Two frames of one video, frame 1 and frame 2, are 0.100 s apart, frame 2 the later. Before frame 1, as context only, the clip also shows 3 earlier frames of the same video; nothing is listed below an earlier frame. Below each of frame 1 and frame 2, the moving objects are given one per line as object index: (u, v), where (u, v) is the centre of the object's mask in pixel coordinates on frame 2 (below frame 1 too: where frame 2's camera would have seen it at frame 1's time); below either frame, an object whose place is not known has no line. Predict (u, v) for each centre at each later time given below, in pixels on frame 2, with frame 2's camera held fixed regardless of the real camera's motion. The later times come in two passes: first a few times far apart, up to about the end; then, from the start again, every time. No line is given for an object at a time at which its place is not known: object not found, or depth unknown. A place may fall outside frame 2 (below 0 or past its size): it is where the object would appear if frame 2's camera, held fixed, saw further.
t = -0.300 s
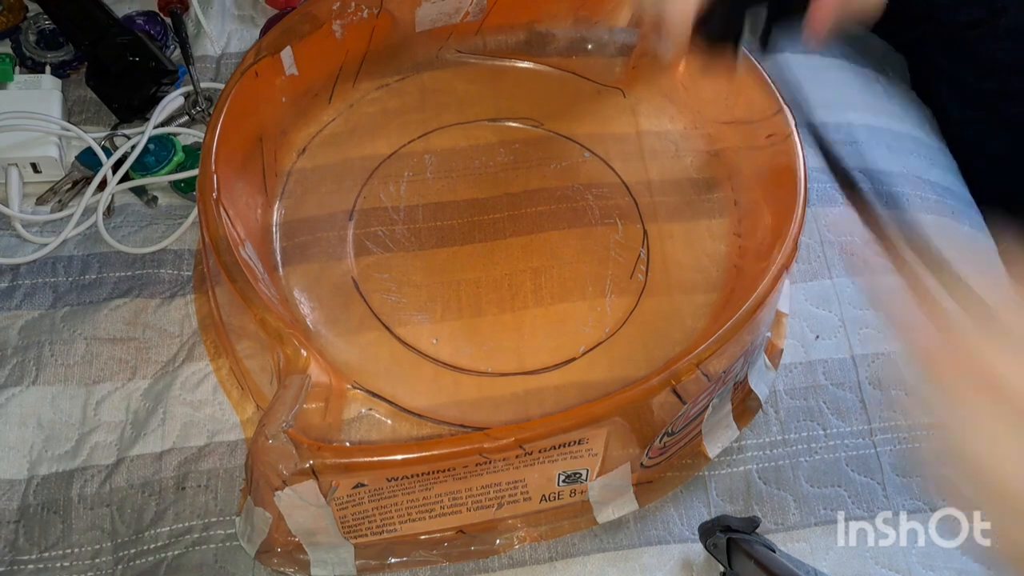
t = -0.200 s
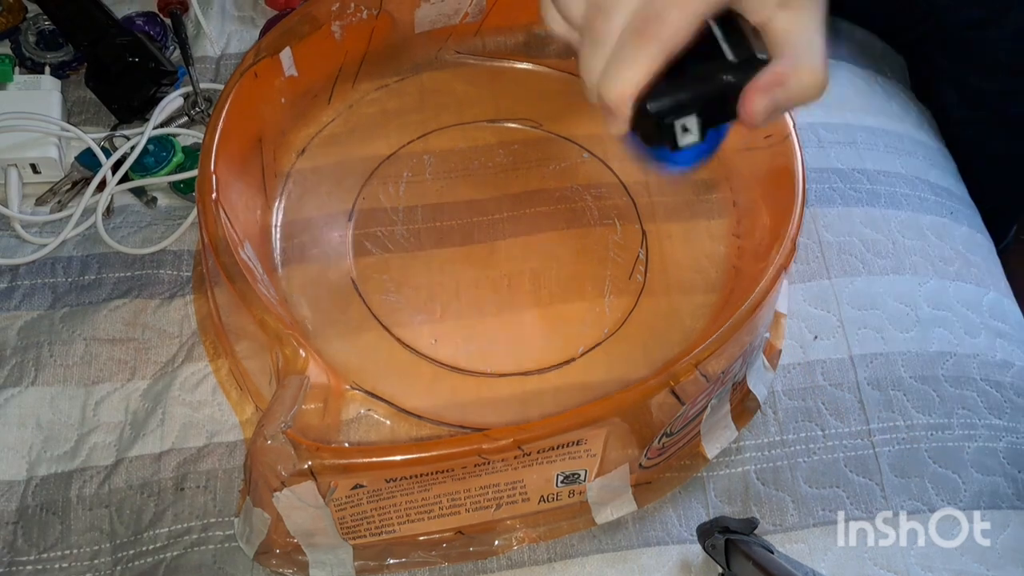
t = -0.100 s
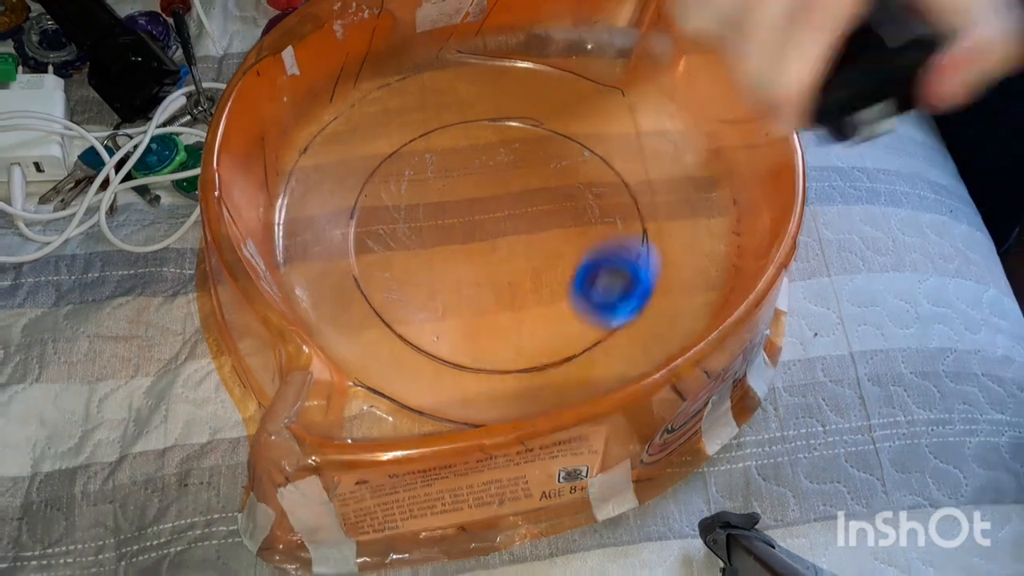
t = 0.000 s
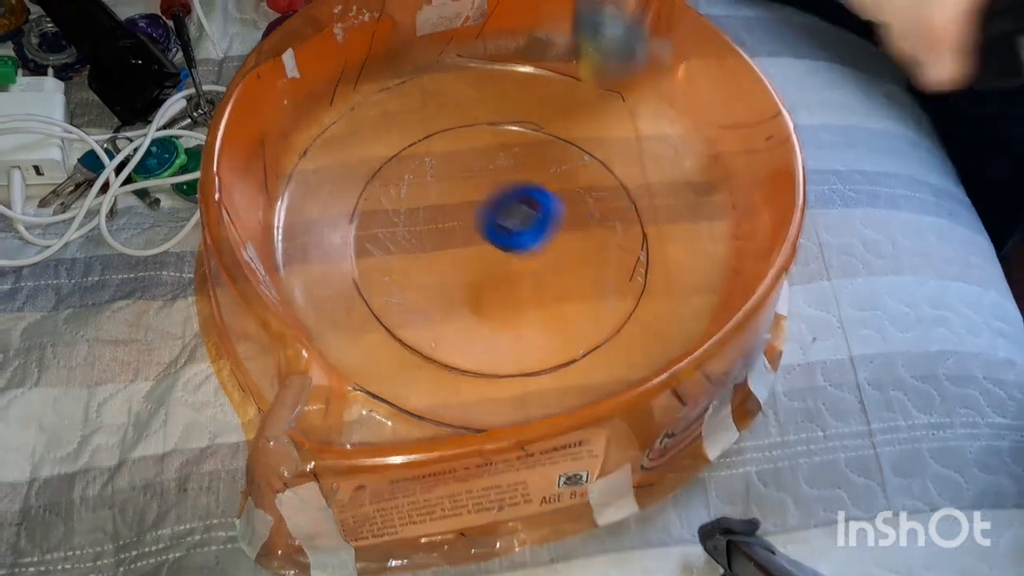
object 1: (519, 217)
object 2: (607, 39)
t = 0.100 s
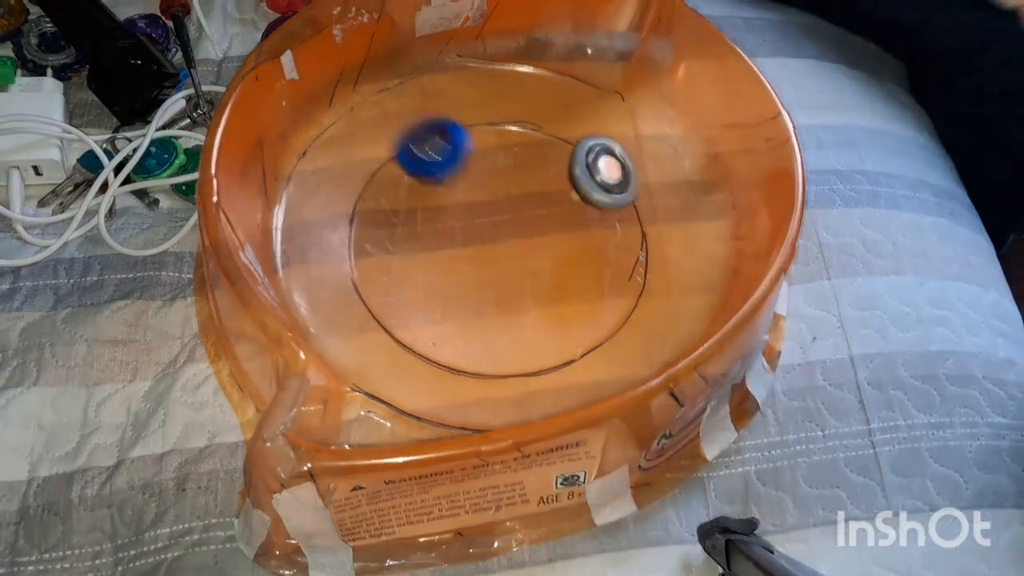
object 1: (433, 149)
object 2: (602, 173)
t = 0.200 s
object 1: (377, 90)
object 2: (593, 237)
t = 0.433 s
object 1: (447, 202)
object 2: (538, 299)
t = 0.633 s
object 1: (319, 128)
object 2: (704, 238)
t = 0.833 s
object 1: (425, 159)
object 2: (627, 102)
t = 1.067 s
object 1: (538, 179)
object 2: (563, 43)
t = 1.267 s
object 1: (504, 141)
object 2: (596, 48)
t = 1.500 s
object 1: (373, 121)
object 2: (595, 46)
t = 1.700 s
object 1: (313, 236)
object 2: (593, 43)
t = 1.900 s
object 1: (539, 353)
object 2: (597, 44)
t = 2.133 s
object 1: (621, 94)
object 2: (592, 43)
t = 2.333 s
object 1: (455, 386)
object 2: (507, 99)
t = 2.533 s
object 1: (604, 269)
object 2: (387, 294)
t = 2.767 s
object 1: (529, 29)
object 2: (363, 271)
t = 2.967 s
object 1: (393, 121)
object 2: (360, 217)
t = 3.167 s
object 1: (420, 164)
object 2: (387, 265)
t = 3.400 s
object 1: (526, 130)
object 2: (522, 265)
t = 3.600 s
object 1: (489, 87)
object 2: (603, 296)
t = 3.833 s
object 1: (403, 214)
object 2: (585, 292)
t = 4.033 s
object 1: (306, 212)
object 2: (683, 280)
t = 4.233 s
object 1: (414, 163)
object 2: (608, 256)
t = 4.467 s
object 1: (507, 93)
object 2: (462, 191)
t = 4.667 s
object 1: (474, 68)
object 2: (434, 135)
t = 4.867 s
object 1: (494, 73)
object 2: (422, 173)
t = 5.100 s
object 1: (523, 114)
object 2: (515, 213)
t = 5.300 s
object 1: (595, 59)
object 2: (523, 378)
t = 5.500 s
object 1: (596, 45)
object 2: (507, 317)
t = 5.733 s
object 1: (597, 45)
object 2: (494, 223)
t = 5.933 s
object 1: (596, 45)
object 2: (497, 214)
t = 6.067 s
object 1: (598, 45)
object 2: (497, 214)
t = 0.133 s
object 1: (410, 122)
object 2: (602, 183)
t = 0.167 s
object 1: (387, 102)
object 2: (599, 204)
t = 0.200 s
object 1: (377, 90)
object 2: (593, 237)
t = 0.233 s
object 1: (382, 97)
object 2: (583, 281)
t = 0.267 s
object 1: (389, 112)
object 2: (577, 290)
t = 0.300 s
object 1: (399, 128)
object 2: (568, 295)
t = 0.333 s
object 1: (410, 144)
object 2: (556, 308)
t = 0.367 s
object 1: (423, 162)
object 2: (549, 311)
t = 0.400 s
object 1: (435, 181)
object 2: (542, 308)
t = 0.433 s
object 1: (447, 202)
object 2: (538, 299)
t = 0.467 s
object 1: (460, 224)
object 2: (537, 286)
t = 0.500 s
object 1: (453, 231)
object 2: (560, 285)
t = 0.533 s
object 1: (404, 206)
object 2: (629, 304)
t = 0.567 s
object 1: (353, 178)
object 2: (677, 296)
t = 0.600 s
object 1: (313, 143)
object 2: (694, 263)
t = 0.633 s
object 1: (319, 128)
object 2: (704, 238)
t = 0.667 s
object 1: (328, 123)
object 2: (703, 221)
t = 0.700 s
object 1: (340, 130)
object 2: (689, 203)
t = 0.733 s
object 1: (356, 145)
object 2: (674, 177)
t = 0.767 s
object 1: (377, 147)
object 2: (658, 153)
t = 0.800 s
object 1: (401, 153)
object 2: (643, 126)
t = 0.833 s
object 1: (425, 159)
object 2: (627, 102)
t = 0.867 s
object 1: (448, 165)
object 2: (612, 81)
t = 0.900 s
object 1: (469, 170)
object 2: (594, 63)
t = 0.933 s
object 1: (489, 174)
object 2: (575, 52)
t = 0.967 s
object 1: (506, 178)
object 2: (562, 41)
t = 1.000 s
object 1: (520, 180)
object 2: (557, 45)
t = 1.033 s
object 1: (531, 180)
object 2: (558, 44)
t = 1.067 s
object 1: (538, 179)
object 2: (563, 43)
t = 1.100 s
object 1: (541, 176)
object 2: (571, 41)
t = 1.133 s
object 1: (541, 171)
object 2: (583, 41)
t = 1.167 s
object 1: (537, 166)
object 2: (597, 41)
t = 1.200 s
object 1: (529, 158)
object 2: (597, 41)
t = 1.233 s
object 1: (518, 149)
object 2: (597, 46)
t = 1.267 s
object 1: (504, 141)
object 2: (596, 48)
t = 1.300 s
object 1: (487, 131)
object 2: (596, 51)
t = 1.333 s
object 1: (466, 122)
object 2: (595, 53)
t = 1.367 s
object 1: (444, 113)
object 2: (595, 53)
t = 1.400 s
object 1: (423, 107)
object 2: (595, 53)
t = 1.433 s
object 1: (405, 109)
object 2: (596, 49)
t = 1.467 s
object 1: (389, 114)
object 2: (594, 48)
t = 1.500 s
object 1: (373, 121)
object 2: (595, 46)
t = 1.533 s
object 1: (358, 132)
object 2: (597, 47)
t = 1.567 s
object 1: (343, 145)
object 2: (594, 47)
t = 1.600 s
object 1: (331, 162)
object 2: (592, 49)
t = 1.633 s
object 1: (320, 182)
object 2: (594, 49)
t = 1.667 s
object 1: (313, 207)
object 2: (596, 47)
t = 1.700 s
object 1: (313, 236)
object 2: (593, 43)
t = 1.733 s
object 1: (322, 269)
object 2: (588, 43)
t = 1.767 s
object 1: (345, 301)
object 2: (584, 43)
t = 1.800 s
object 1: (380, 327)
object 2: (584, 42)
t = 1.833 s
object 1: (427, 346)
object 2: (587, 44)
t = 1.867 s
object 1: (482, 355)
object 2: (593, 46)
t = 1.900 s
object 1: (539, 353)
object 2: (597, 44)
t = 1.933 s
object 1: (596, 338)
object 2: (592, 45)
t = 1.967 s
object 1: (647, 312)
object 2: (589, 44)
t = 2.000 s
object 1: (690, 277)
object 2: (591, 44)
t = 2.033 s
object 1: (703, 228)
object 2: (595, 45)
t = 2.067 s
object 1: (695, 184)
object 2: (598, 46)
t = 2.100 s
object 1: (668, 134)
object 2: (595, 44)
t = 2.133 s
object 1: (621, 94)
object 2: (592, 43)
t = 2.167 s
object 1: (581, 151)
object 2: (595, 37)
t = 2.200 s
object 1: (521, 251)
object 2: (575, 15)
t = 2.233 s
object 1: (437, 381)
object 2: (556, 13)
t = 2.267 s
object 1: (386, 387)
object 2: (539, 18)
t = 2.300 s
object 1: (421, 396)
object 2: (526, 50)
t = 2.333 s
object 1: (455, 386)
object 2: (507, 99)
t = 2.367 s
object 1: (488, 384)
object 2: (483, 145)
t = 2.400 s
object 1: (516, 379)
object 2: (461, 187)
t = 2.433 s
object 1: (540, 378)
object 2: (439, 222)
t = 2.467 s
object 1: (564, 354)
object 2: (419, 250)
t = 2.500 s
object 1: (589, 310)
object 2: (403, 273)
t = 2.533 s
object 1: (604, 269)
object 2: (387, 294)
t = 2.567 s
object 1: (612, 222)
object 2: (380, 302)
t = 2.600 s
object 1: (614, 180)
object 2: (375, 307)
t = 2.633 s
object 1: (608, 132)
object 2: (371, 306)
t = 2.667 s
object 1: (595, 93)
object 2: (368, 302)
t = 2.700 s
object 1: (577, 57)
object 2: (366, 296)
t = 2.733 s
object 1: (554, 30)
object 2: (364, 286)
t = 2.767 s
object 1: (529, 29)
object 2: (363, 271)
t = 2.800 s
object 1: (505, 45)
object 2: (364, 258)
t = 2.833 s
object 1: (477, 75)
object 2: (367, 244)
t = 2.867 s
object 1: (448, 97)
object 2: (373, 227)
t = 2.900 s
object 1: (417, 122)
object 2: (378, 212)
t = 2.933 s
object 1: (395, 131)
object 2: (371, 216)
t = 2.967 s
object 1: (393, 121)
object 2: (360, 217)
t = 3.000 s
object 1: (392, 122)
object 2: (349, 226)
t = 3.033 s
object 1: (393, 126)
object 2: (339, 246)
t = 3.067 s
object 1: (396, 133)
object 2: (344, 251)
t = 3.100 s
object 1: (402, 144)
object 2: (354, 259)
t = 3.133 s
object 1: (410, 156)
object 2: (370, 266)
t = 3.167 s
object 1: (420, 164)
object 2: (387, 265)
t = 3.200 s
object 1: (432, 169)
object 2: (407, 263)
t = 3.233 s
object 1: (448, 171)
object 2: (426, 261)
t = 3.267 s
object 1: (467, 170)
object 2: (447, 260)
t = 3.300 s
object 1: (486, 165)
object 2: (467, 259)
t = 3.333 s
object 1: (502, 156)
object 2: (486, 260)
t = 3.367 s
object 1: (516, 144)
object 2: (505, 262)
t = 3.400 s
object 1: (526, 130)
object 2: (522, 265)
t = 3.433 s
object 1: (532, 115)
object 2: (539, 269)
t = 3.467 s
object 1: (532, 101)
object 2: (554, 272)
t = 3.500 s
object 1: (528, 95)
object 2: (568, 278)
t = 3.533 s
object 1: (519, 89)
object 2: (581, 284)
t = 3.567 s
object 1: (507, 88)
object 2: (593, 291)
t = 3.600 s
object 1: (489, 87)
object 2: (603, 296)
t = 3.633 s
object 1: (469, 90)
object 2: (608, 298)
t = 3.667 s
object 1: (446, 98)
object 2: (611, 300)
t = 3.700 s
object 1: (425, 114)
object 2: (611, 300)
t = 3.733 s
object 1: (408, 136)
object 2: (608, 299)
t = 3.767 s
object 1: (397, 161)
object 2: (603, 298)
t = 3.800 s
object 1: (397, 187)
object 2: (595, 296)
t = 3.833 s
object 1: (403, 214)
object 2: (585, 292)
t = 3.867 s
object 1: (417, 238)
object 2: (572, 287)
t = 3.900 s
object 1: (440, 261)
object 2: (560, 284)
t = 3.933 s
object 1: (462, 278)
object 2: (550, 283)
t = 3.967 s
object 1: (414, 250)
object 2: (611, 294)
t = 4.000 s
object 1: (359, 230)
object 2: (680, 301)
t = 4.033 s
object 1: (306, 212)
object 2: (683, 280)
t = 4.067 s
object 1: (296, 188)
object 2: (685, 272)
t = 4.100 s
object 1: (314, 171)
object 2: (681, 271)
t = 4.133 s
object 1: (336, 165)
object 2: (674, 279)
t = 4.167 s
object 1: (359, 170)
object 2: (656, 269)
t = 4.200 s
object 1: (387, 168)
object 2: (633, 262)
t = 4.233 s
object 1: (414, 163)
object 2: (608, 256)
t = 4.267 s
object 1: (437, 160)
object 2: (585, 246)
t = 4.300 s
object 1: (458, 155)
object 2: (566, 236)
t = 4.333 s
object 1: (475, 149)
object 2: (546, 223)
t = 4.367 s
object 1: (490, 142)
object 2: (526, 212)
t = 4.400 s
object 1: (500, 125)
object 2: (505, 205)
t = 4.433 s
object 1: (505, 107)
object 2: (482, 201)
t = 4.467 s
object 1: (507, 93)
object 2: (462, 191)
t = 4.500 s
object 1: (508, 88)
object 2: (446, 180)
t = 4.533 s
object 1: (506, 82)
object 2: (435, 168)
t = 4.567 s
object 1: (501, 78)
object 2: (429, 157)
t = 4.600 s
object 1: (494, 75)
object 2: (428, 147)
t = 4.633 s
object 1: (485, 71)
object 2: (430, 140)
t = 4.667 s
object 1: (474, 68)
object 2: (434, 135)
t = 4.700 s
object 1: (477, 55)
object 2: (425, 137)
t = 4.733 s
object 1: (480, 47)
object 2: (415, 140)
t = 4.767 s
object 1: (482, 51)
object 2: (409, 154)
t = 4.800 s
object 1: (484, 60)
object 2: (410, 160)
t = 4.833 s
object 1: (488, 66)
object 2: (415, 167)
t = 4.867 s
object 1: (494, 73)
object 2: (422, 173)
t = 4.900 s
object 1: (502, 77)
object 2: (433, 173)
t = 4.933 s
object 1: (510, 82)
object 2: (444, 181)
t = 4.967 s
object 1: (516, 87)
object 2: (458, 185)
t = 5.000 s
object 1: (520, 93)
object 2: (474, 186)
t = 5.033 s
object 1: (522, 102)
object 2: (488, 193)
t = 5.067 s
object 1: (521, 114)
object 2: (505, 193)
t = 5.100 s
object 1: (523, 114)
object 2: (515, 213)
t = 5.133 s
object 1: (535, 89)
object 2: (525, 241)
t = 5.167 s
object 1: (549, 72)
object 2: (527, 295)
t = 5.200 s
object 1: (563, 59)
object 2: (522, 353)
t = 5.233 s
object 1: (576, 53)
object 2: (522, 390)
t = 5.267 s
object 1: (588, 54)
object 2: (526, 388)
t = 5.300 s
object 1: (595, 59)
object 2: (523, 378)
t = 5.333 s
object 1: (592, 49)
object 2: (518, 381)
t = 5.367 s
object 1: (590, 43)
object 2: (506, 385)
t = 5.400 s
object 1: (593, 42)
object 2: (503, 375)
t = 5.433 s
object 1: (597, 45)
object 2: (505, 364)
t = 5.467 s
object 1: (597, 46)
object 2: (508, 344)
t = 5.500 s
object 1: (596, 45)
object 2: (507, 317)
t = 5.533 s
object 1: (598, 46)
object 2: (506, 299)
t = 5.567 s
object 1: (599, 45)
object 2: (505, 284)
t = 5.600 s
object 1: (598, 45)
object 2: (501, 266)
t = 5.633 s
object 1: (598, 46)
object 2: (497, 251)
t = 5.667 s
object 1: (598, 48)
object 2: (493, 243)
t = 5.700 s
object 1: (597, 47)
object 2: (491, 234)
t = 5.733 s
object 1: (597, 45)
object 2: (494, 223)
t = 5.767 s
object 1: (597, 46)
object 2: (496, 220)
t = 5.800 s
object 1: (597, 47)
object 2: (496, 216)
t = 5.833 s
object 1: (598, 48)
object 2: (496, 215)
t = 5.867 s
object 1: (598, 48)
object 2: (497, 215)
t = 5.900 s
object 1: (597, 45)
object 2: (497, 215)
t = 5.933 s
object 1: (596, 45)
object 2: (497, 214)
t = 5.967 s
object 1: (596, 47)
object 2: (497, 215)
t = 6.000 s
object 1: (597, 48)
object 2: (497, 215)
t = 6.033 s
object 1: (599, 47)
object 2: (497, 215)
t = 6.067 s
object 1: (598, 45)
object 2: (497, 214)
